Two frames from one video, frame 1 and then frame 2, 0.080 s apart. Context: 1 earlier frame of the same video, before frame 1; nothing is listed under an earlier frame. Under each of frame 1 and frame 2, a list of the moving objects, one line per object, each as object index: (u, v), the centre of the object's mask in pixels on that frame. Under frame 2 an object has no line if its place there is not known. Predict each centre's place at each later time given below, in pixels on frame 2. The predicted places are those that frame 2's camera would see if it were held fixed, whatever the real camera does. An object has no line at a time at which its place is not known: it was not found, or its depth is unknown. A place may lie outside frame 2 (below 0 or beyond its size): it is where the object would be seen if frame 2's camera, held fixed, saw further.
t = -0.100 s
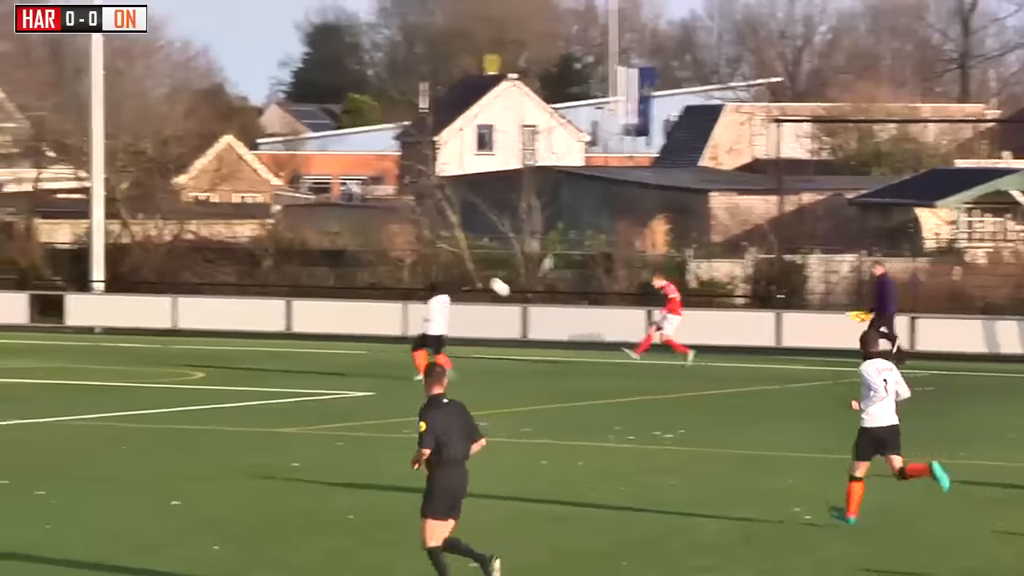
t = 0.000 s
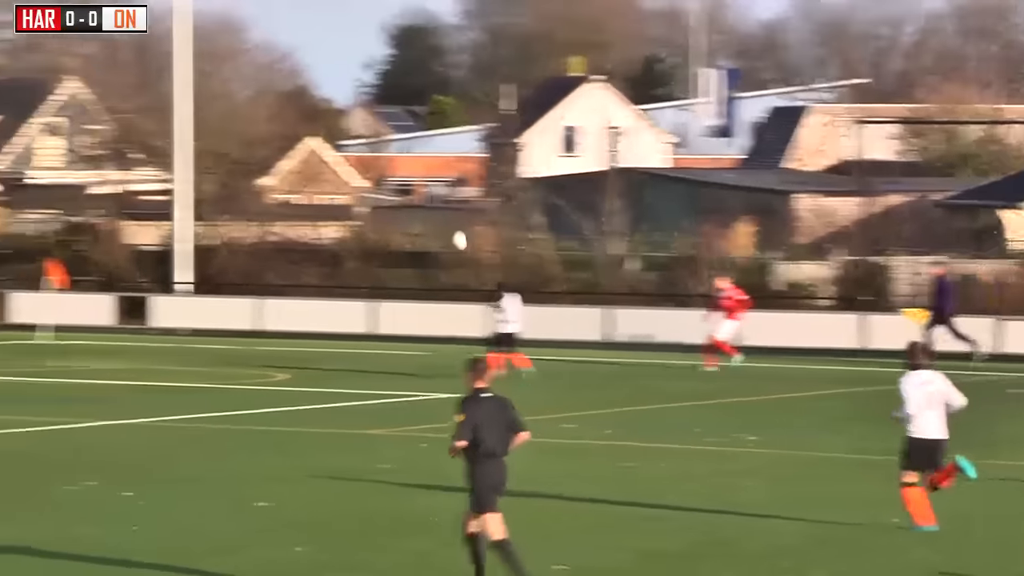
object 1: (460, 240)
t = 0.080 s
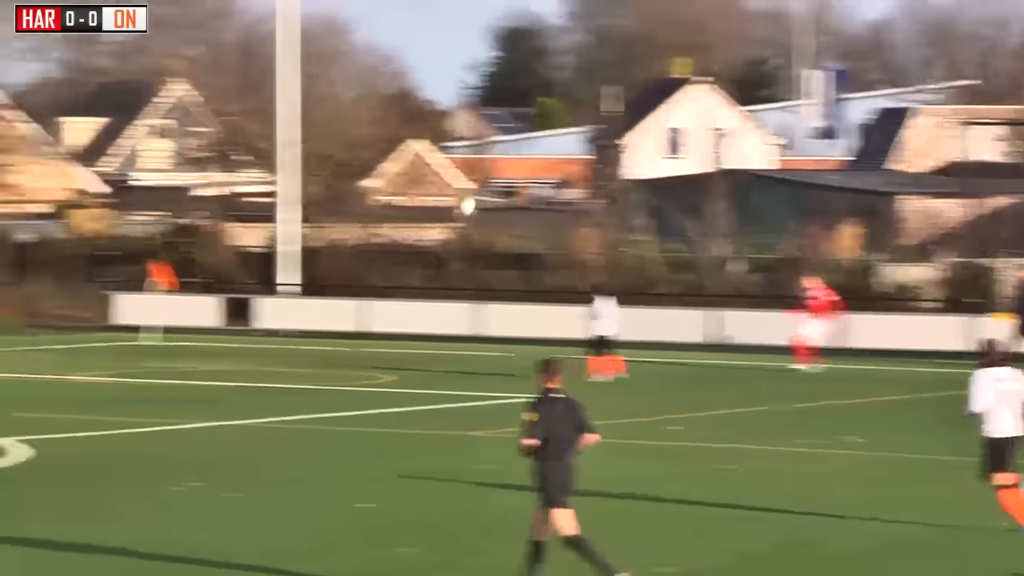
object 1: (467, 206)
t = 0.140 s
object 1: (399, 180)
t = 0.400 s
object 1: (85, 83)
